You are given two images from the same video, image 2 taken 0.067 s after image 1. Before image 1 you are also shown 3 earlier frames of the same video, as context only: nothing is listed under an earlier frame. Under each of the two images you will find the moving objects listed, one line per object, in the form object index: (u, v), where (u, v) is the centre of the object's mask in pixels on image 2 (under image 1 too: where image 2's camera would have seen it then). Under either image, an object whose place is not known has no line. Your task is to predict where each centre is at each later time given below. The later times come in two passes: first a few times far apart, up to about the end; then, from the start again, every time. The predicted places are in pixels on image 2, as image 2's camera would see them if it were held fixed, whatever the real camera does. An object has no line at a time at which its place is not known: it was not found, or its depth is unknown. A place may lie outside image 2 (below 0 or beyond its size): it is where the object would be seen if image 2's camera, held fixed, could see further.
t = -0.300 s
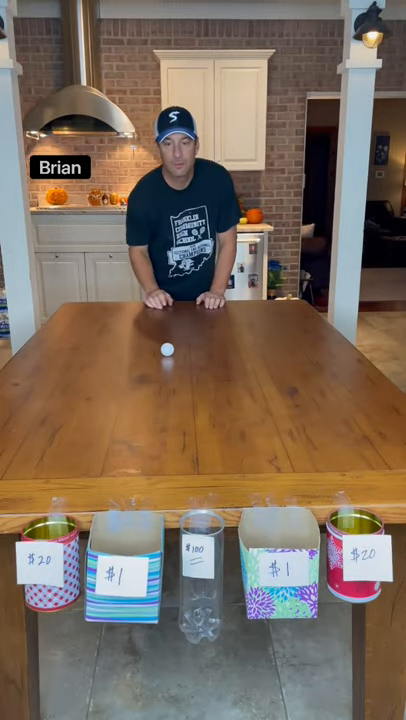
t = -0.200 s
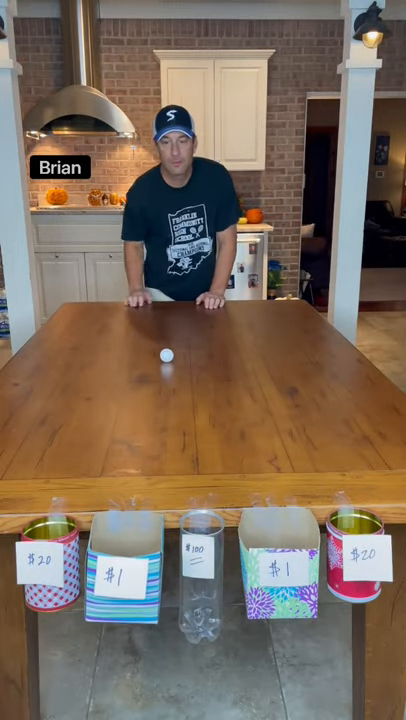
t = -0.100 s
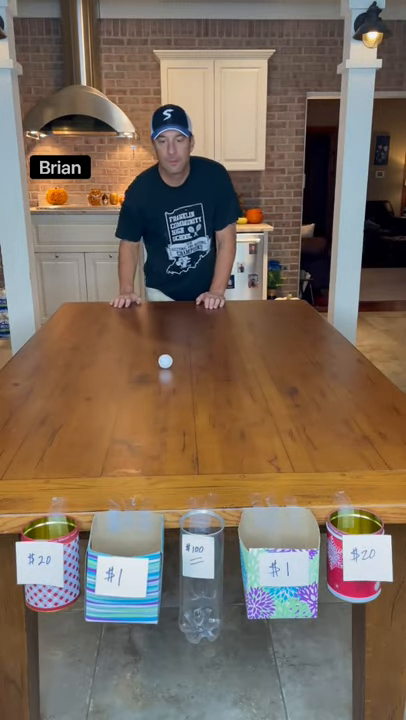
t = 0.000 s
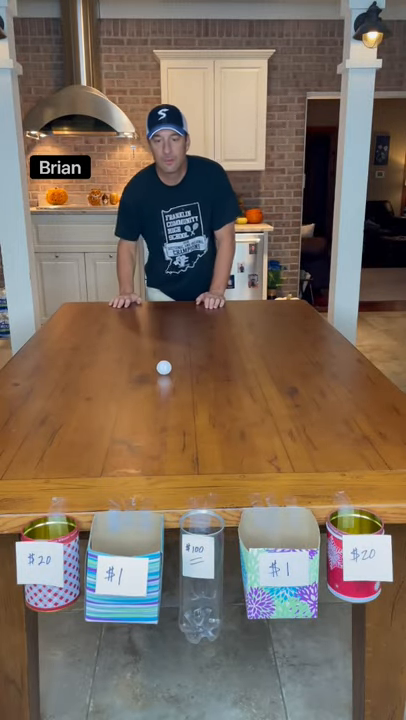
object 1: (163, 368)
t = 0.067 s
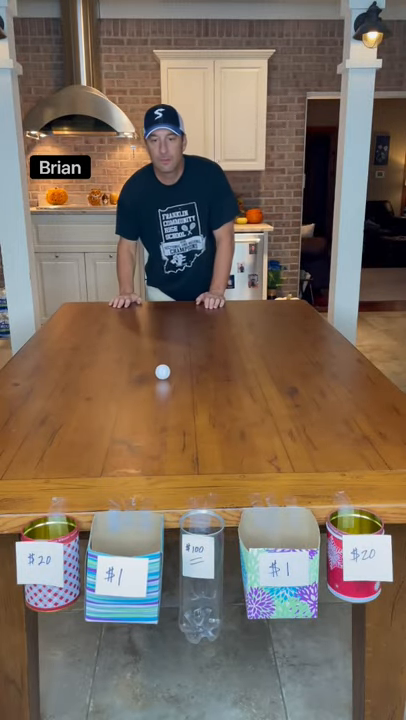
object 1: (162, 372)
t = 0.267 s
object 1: (159, 386)
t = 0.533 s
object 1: (156, 408)
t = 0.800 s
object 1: (153, 433)
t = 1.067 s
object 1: (154, 464)
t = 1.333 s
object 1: (159, 501)
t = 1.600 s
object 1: (178, 558)
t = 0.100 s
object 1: (162, 374)
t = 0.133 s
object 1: (161, 376)
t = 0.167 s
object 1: (161, 379)
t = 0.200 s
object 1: (160, 381)
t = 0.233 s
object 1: (160, 384)
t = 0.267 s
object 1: (159, 386)
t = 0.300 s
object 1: (158, 389)
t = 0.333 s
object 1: (158, 391)
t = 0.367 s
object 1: (158, 394)
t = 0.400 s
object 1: (157, 397)
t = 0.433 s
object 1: (157, 400)
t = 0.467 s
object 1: (156, 402)
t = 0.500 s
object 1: (156, 405)
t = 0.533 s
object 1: (156, 408)
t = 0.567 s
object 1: (155, 411)
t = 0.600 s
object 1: (155, 414)
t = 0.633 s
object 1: (155, 417)
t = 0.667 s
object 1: (154, 420)
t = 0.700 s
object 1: (154, 423)
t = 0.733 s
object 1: (154, 426)
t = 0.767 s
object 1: (154, 430)
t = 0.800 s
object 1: (153, 433)
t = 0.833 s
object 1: (153, 437)
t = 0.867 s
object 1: (153, 441)
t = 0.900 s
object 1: (153, 444)
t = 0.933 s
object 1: (153, 448)
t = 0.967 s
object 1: (153, 452)
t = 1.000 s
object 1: (153, 456)
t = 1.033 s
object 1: (154, 460)
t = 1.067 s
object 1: (154, 464)
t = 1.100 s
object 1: (154, 468)
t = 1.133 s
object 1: (155, 473)
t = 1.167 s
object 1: (155, 477)
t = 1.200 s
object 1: (156, 481)
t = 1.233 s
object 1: (156, 486)
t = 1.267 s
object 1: (157, 490)
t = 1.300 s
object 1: (158, 495)
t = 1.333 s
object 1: (159, 501)
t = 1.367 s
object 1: (160, 504)
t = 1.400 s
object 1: (161, 511)
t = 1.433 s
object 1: (163, 515)
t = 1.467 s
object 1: (164, 521)
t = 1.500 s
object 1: (166, 526)
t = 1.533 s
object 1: (169, 532)
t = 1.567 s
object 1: (173, 542)
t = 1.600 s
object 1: (178, 558)
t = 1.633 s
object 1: (185, 581)
